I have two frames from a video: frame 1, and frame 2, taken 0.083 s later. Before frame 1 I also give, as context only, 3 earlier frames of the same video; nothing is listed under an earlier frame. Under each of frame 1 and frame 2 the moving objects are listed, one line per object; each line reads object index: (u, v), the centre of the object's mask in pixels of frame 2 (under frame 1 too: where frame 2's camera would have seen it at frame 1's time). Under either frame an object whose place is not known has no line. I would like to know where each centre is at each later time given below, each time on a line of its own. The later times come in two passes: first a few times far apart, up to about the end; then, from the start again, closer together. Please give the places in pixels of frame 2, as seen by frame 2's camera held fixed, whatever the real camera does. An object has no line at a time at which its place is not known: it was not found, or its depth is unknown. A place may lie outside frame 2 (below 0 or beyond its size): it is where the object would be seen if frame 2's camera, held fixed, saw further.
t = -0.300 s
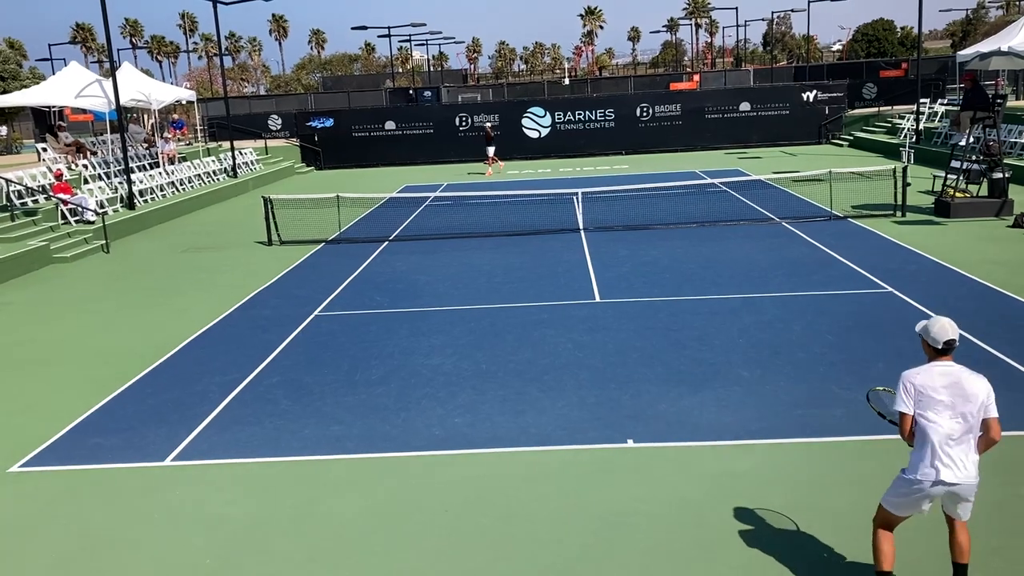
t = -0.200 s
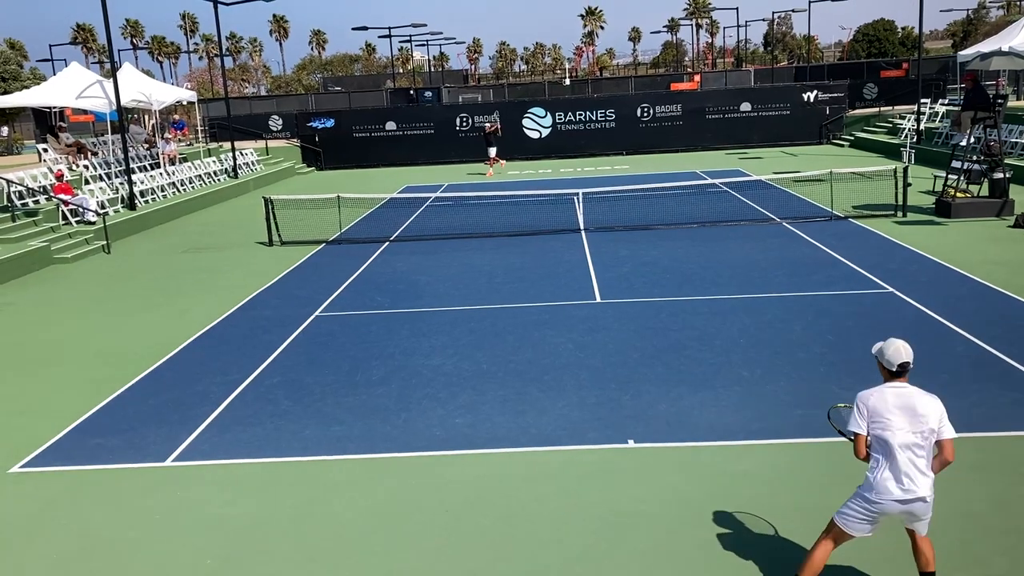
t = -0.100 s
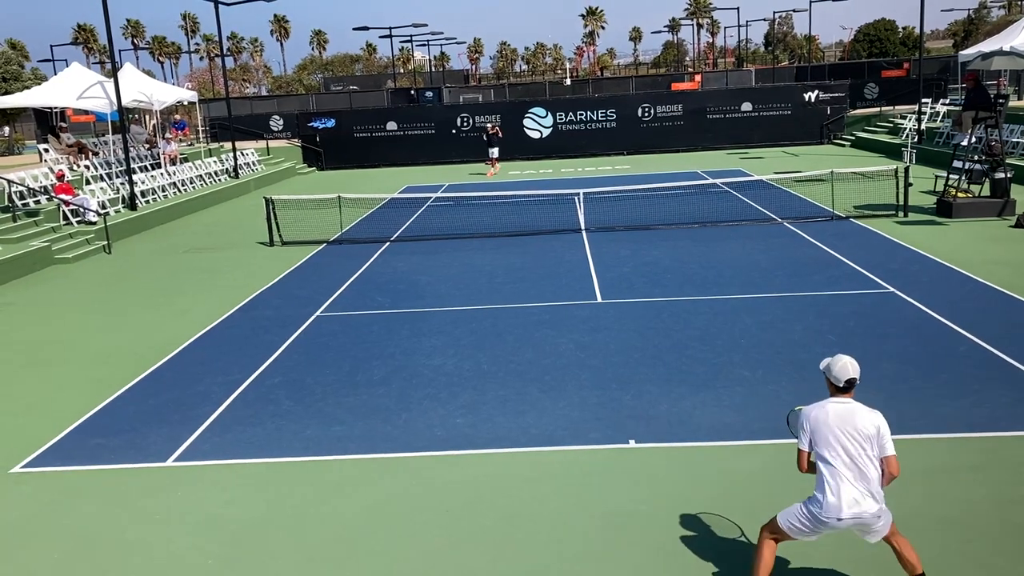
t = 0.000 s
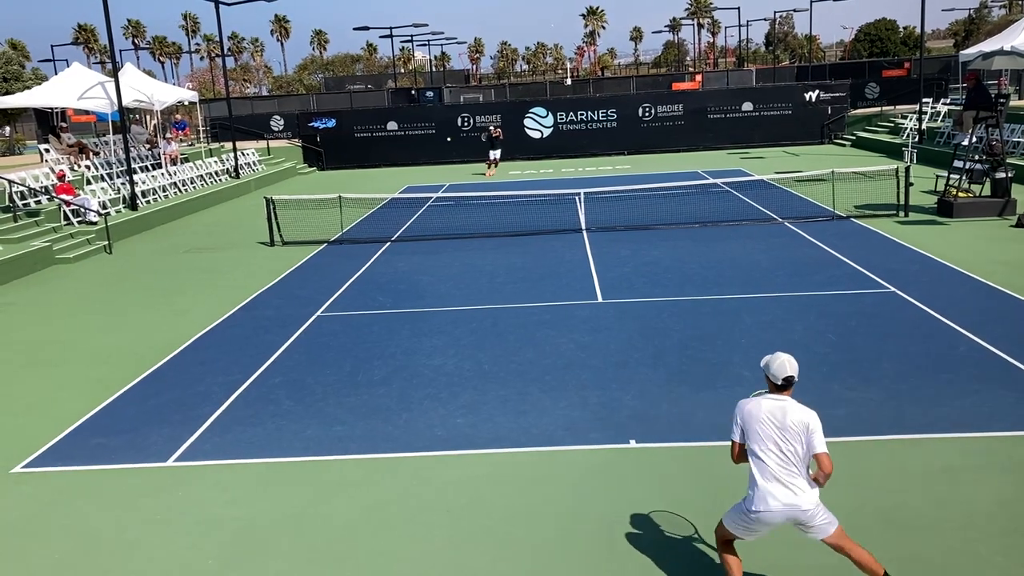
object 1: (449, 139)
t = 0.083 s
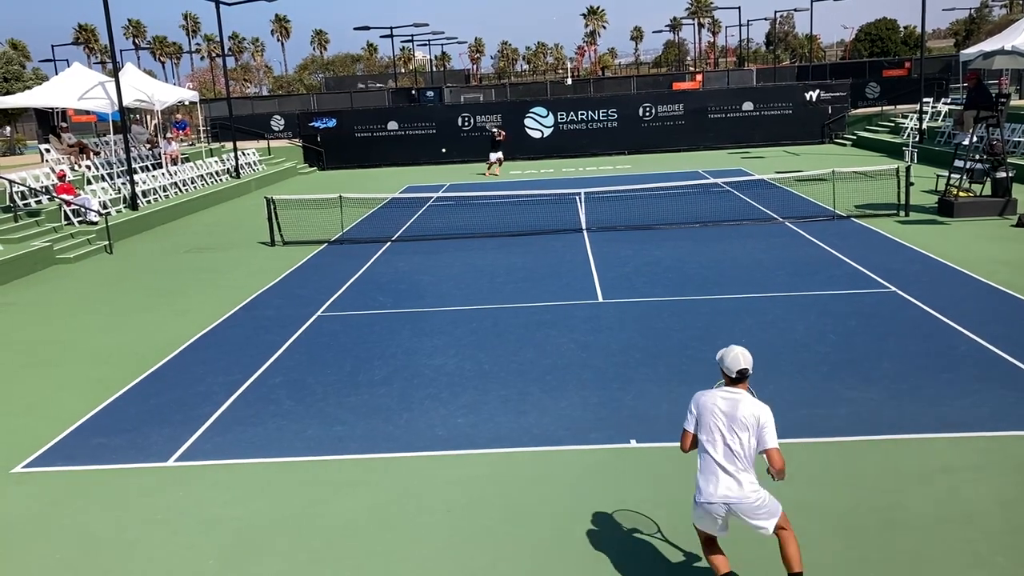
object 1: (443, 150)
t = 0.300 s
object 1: (424, 208)
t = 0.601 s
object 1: (382, 324)
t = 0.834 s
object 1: (342, 328)
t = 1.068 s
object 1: (286, 415)
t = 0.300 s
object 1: (424, 208)
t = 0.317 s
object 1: (423, 214)
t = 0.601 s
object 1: (382, 324)
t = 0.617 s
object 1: (380, 323)
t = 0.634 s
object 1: (377, 322)
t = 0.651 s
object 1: (375, 320)
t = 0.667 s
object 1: (372, 319)
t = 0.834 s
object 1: (342, 328)
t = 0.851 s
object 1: (339, 330)
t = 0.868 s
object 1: (336, 334)
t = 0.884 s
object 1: (332, 337)
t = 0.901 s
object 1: (328, 341)
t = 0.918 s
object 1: (325, 346)
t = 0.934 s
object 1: (321, 351)
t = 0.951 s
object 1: (317, 357)
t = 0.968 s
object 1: (313, 363)
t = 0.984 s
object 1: (309, 370)
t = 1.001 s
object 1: (305, 378)
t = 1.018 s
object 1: (300, 386)
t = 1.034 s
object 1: (296, 395)
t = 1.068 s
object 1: (286, 415)
